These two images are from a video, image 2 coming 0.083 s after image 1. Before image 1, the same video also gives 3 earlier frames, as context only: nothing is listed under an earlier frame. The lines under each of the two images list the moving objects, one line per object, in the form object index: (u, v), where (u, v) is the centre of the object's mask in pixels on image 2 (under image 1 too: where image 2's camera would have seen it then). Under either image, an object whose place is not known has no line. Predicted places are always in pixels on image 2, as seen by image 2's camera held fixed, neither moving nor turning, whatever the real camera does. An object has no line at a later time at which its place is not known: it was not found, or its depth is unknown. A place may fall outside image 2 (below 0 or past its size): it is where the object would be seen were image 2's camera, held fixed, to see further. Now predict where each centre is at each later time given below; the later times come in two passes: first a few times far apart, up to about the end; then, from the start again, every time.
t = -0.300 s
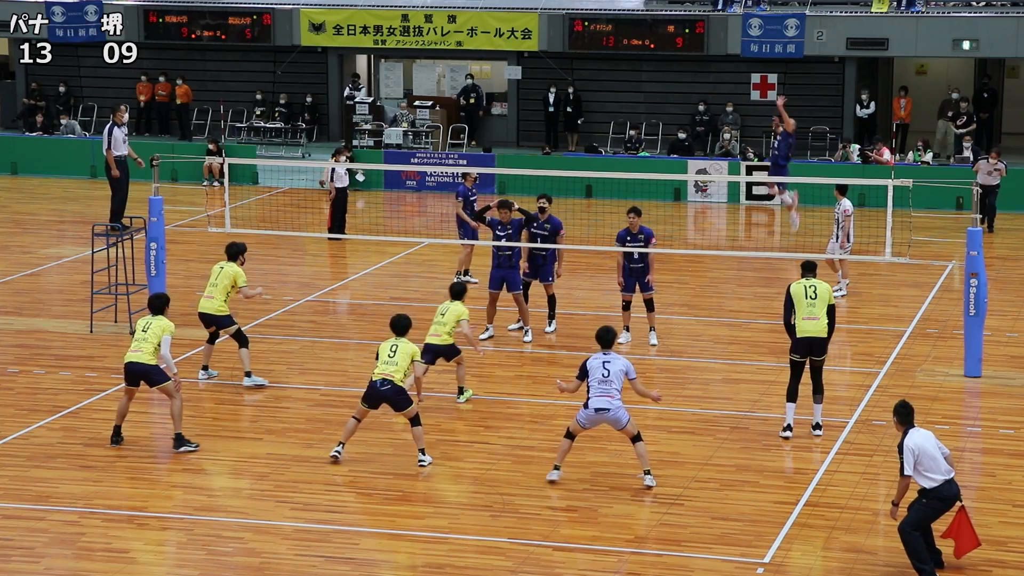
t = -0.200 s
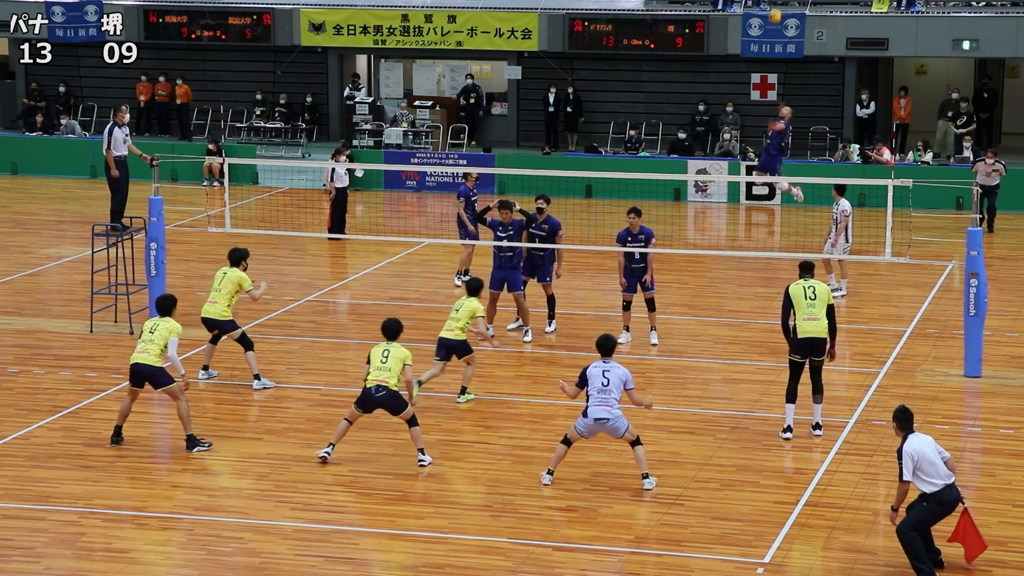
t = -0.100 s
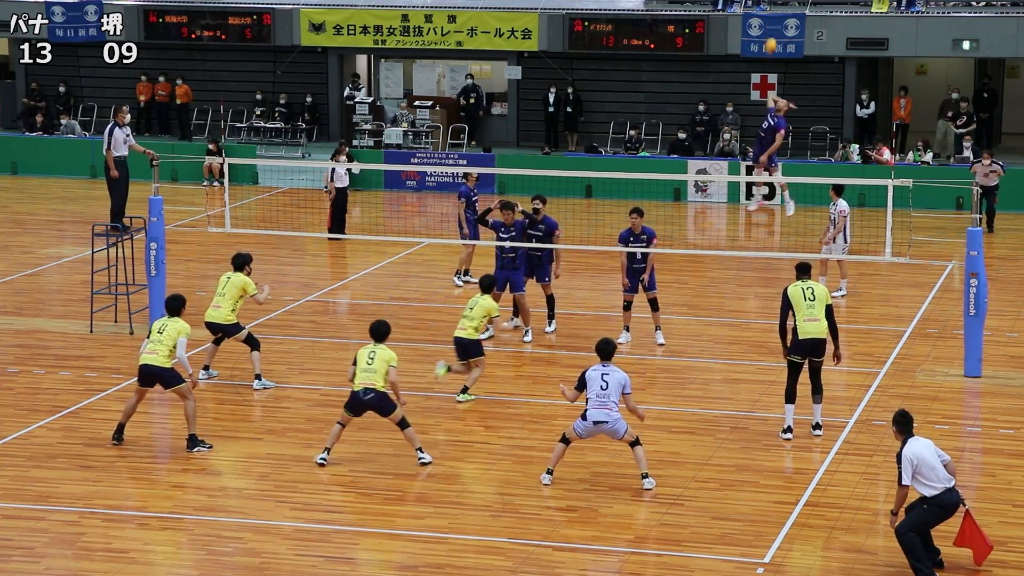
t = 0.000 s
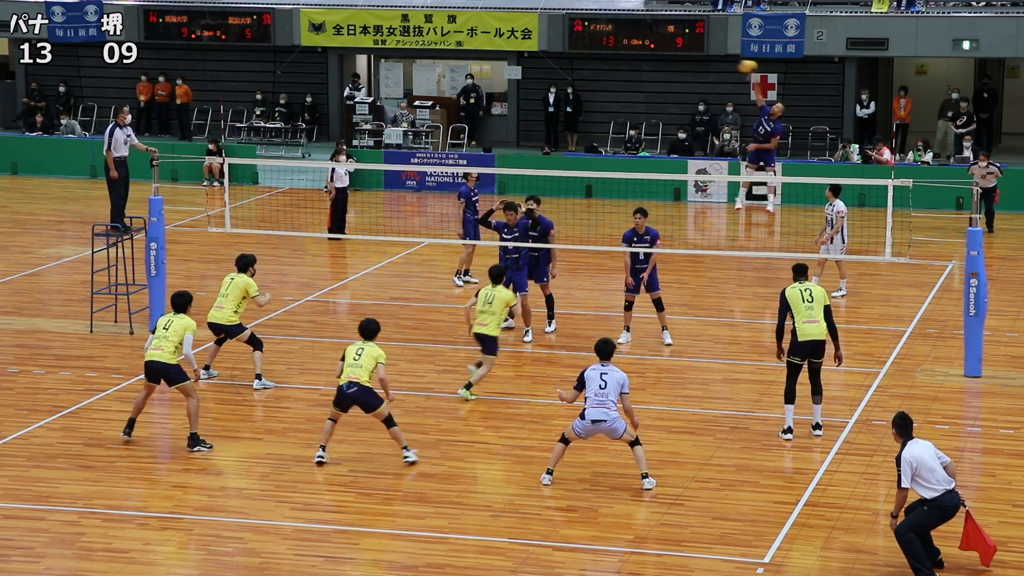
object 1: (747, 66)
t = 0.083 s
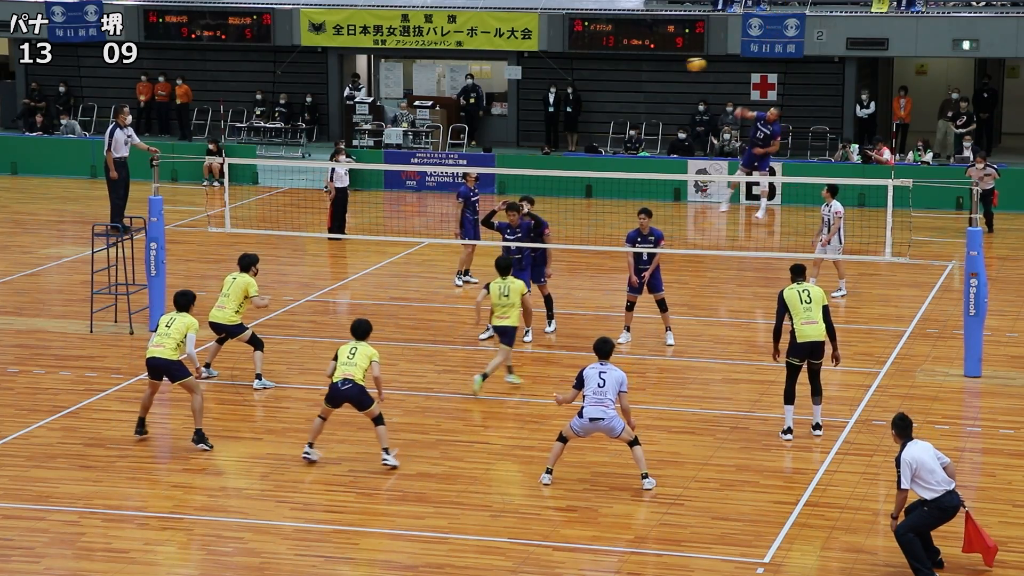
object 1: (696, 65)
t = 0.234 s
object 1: (603, 81)
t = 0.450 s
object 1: (466, 155)
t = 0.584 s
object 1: (374, 237)
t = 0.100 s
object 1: (686, 65)
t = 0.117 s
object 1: (675, 66)
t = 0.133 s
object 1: (665, 67)
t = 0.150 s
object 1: (654, 68)
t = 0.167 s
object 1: (644, 71)
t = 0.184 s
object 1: (634, 73)
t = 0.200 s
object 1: (624, 75)
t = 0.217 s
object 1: (613, 78)
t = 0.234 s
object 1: (603, 81)
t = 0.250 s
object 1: (592, 85)
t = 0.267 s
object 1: (581, 88)
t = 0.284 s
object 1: (571, 93)
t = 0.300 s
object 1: (562, 97)
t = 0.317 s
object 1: (549, 102)
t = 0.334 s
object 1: (538, 108)
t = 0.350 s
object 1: (529, 113)
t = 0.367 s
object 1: (518, 119)
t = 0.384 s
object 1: (506, 126)
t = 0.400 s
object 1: (496, 133)
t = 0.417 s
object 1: (485, 140)
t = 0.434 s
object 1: (475, 147)
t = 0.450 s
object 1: (466, 155)
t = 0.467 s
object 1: (453, 162)
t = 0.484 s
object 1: (442, 172)
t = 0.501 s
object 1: (429, 184)
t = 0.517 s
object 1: (419, 193)
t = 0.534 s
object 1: (407, 202)
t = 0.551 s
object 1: (397, 213)
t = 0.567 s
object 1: (385, 225)
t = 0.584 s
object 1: (374, 237)
